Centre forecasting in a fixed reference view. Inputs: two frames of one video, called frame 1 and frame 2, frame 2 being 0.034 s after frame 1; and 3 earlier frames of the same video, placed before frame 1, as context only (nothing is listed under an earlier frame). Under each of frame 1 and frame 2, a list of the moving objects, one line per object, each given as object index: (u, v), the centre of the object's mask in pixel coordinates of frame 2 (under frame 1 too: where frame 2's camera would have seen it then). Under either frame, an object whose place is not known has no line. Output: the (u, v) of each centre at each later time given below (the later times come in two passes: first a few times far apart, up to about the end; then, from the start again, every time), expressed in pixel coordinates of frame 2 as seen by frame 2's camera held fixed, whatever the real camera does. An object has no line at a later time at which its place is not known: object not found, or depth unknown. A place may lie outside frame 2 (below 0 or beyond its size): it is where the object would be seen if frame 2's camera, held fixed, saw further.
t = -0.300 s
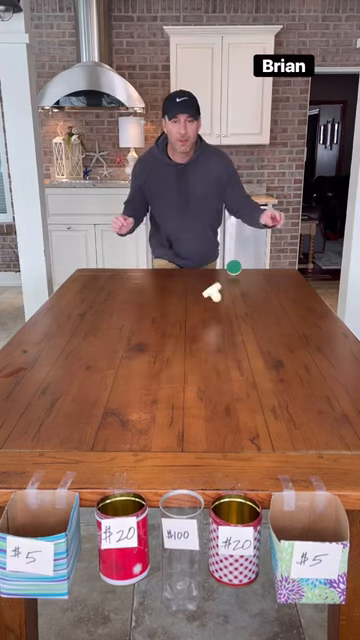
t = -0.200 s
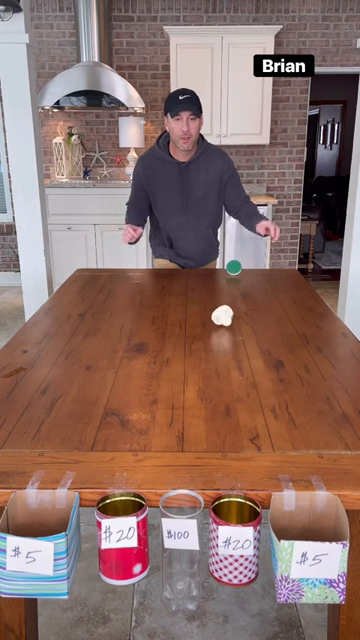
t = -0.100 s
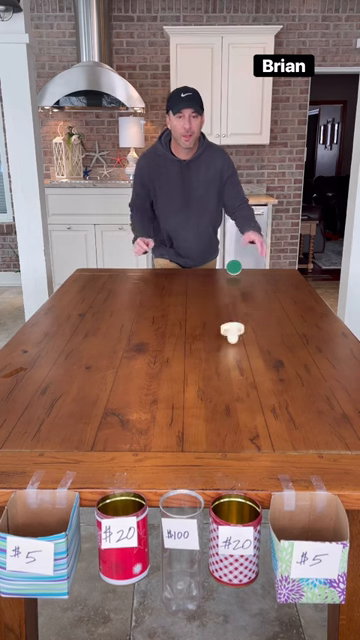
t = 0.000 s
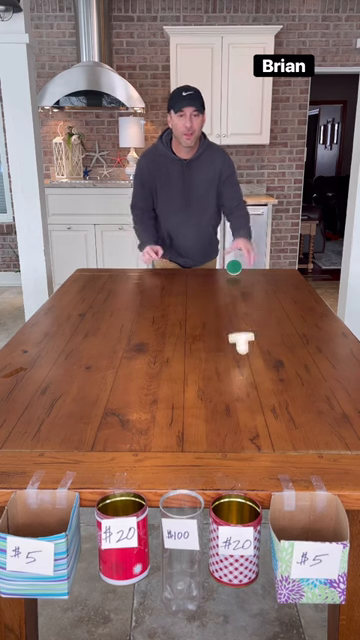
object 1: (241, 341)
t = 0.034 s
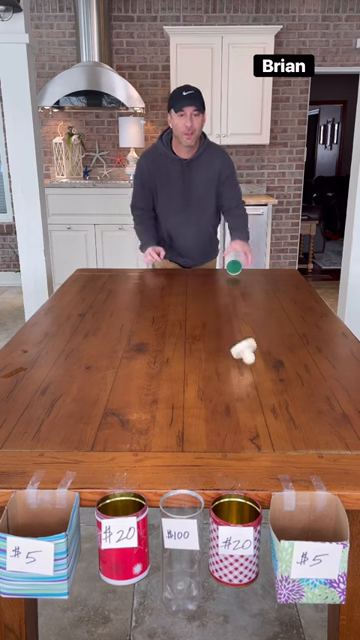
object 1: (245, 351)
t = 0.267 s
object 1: (260, 396)
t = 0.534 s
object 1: (280, 445)
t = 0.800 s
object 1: (296, 531)
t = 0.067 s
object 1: (247, 358)
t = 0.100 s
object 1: (249, 365)
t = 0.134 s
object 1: (252, 366)
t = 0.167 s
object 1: (254, 369)
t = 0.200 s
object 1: (256, 380)
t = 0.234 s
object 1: (259, 389)
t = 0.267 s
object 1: (260, 396)
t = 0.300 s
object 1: (265, 397)
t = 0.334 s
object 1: (266, 404)
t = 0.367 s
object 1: (268, 414)
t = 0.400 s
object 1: (272, 419)
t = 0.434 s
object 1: (274, 423)
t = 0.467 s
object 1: (276, 431)
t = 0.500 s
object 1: (279, 439)
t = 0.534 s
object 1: (280, 445)
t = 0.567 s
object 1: (283, 450)
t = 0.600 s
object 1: (285, 456)
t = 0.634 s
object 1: (287, 466)
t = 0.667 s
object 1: (290, 474)
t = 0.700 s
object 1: (291, 481)
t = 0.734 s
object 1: (293, 497)
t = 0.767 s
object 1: (294, 518)
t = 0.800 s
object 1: (296, 531)
